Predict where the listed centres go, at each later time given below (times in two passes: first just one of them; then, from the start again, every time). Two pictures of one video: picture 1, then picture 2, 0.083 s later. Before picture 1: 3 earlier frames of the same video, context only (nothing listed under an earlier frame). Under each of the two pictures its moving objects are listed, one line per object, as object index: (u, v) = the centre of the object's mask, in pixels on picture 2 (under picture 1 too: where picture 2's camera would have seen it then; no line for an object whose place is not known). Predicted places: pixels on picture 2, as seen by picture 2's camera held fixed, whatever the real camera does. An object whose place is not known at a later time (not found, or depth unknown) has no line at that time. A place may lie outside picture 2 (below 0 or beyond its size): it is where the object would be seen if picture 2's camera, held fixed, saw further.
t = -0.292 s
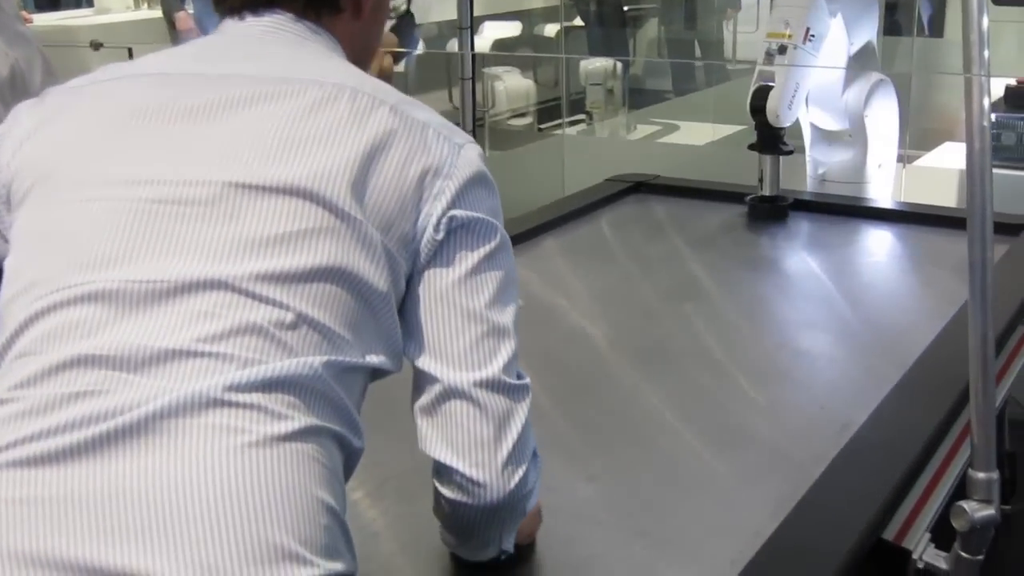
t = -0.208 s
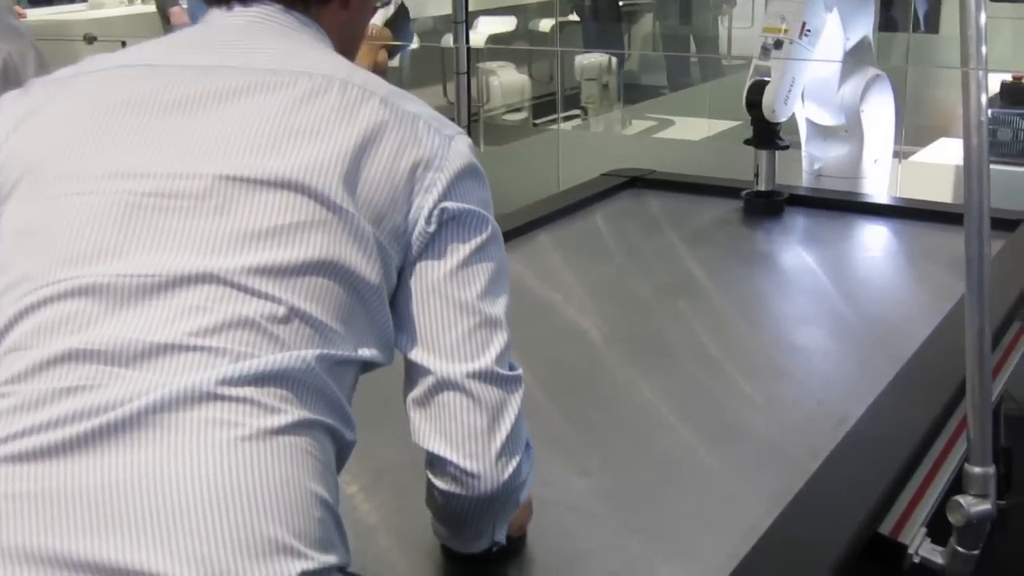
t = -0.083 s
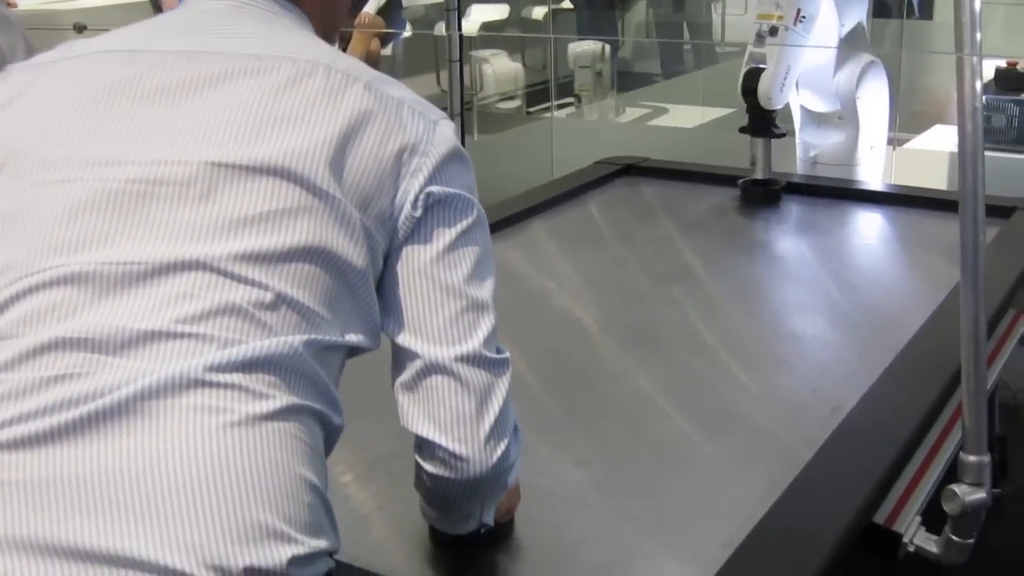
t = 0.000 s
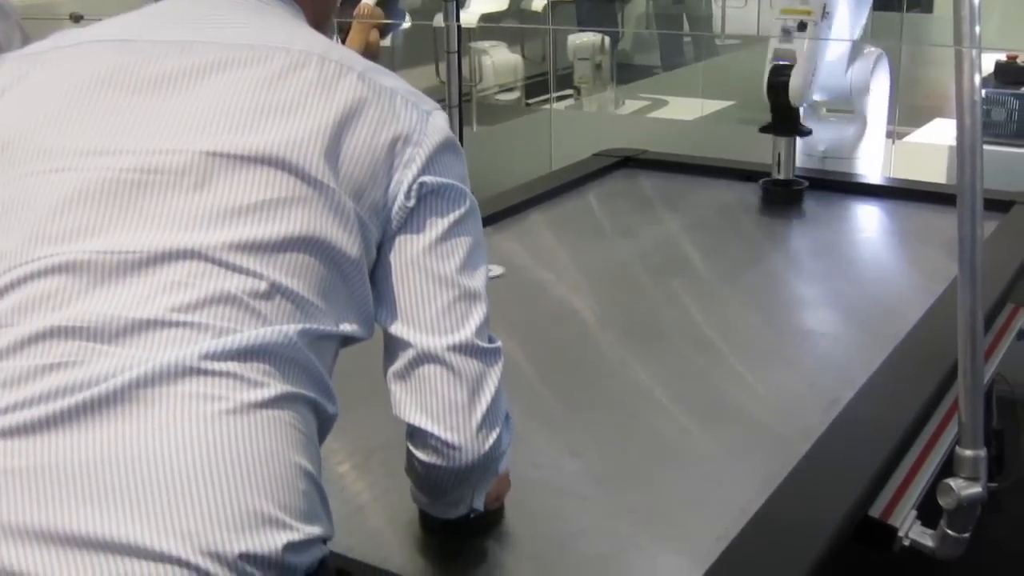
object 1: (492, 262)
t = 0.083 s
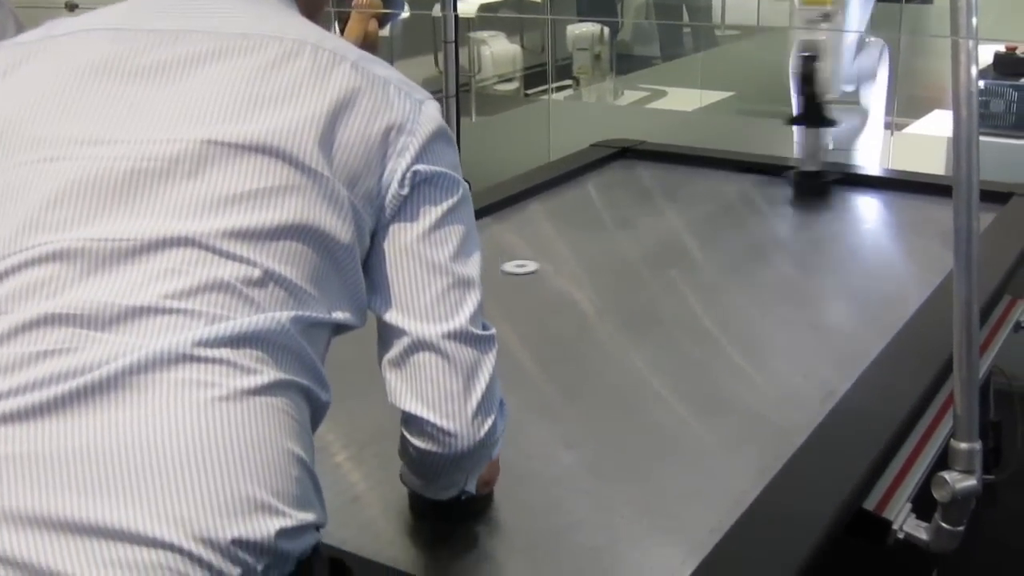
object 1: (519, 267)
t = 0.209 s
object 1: (576, 274)
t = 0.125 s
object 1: (538, 269)
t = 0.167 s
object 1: (557, 270)
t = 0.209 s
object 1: (576, 274)
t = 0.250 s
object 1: (595, 278)
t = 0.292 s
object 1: (614, 281)
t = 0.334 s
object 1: (634, 284)
